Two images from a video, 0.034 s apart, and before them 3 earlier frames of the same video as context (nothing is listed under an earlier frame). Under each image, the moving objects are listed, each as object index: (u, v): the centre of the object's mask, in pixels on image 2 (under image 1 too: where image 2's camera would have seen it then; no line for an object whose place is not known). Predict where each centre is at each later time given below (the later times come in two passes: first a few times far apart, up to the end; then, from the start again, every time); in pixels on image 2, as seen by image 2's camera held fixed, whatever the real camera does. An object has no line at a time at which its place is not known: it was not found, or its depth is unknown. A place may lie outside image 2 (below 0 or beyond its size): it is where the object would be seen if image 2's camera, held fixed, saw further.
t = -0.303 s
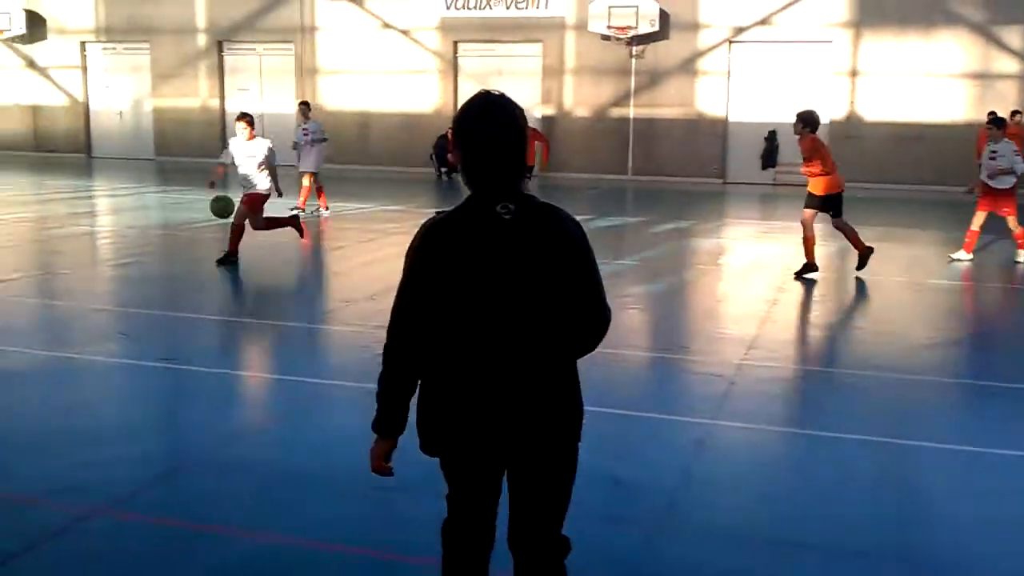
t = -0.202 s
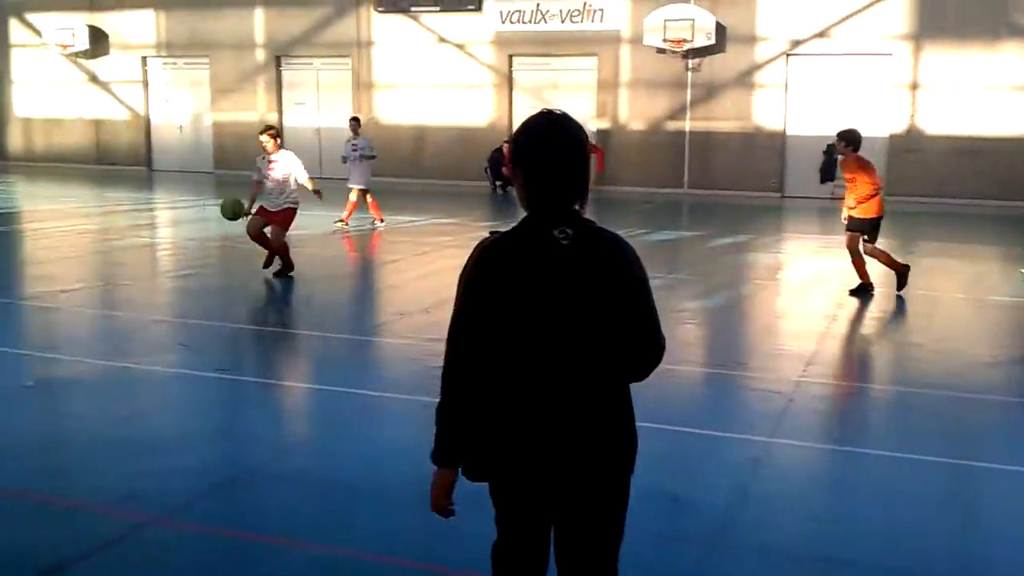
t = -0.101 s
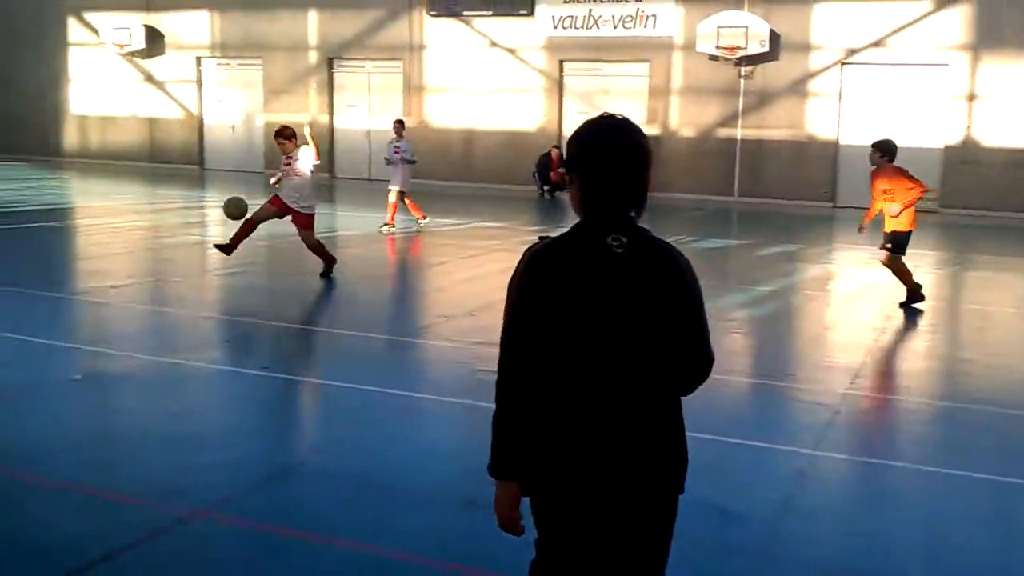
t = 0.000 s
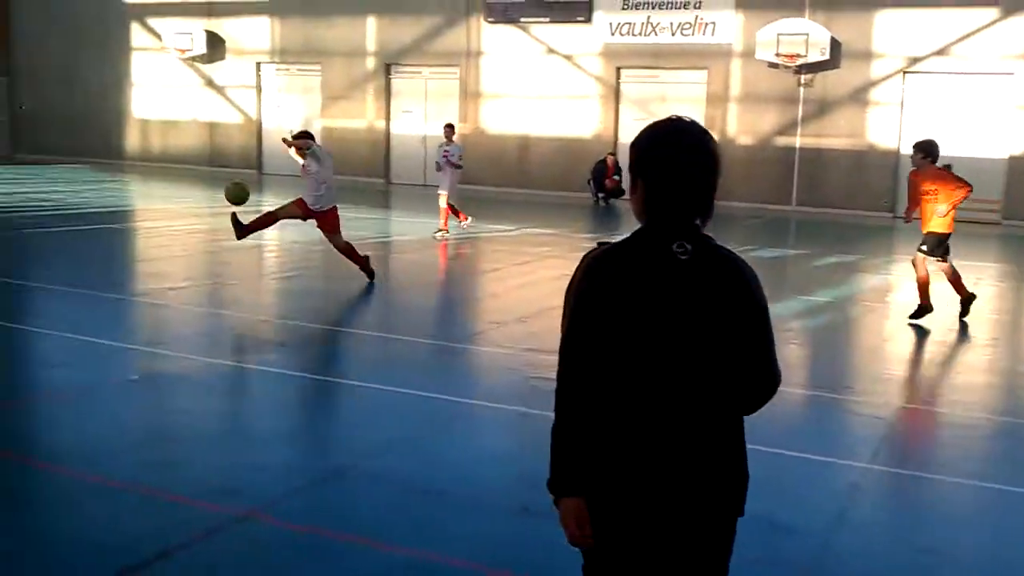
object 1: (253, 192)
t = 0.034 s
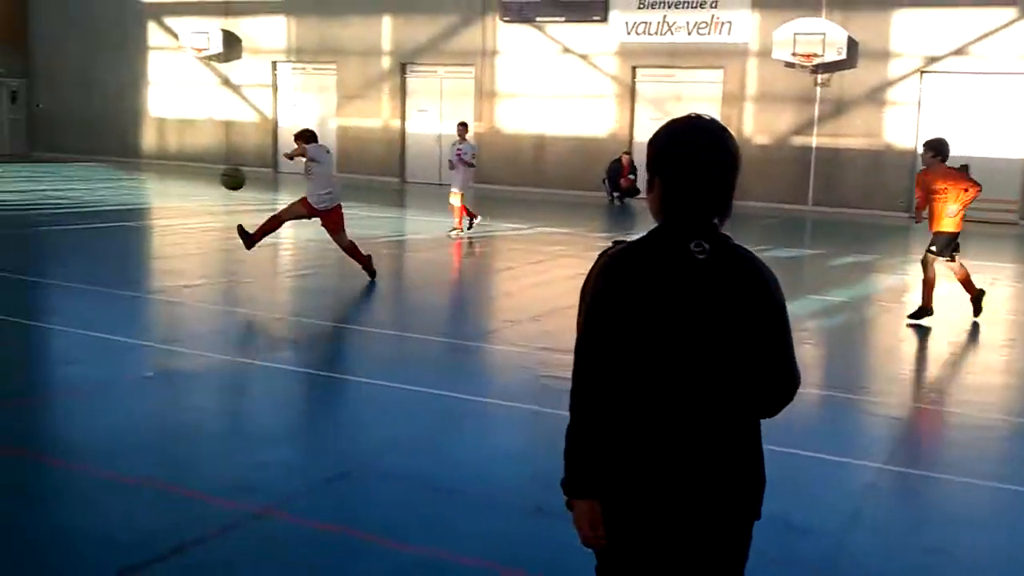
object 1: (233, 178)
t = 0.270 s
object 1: (76, 109)
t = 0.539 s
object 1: (-137, 116)
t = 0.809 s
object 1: (-374, 252)
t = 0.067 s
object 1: (213, 165)
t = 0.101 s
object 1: (191, 153)
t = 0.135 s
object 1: (169, 141)
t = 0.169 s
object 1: (148, 132)
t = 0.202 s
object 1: (125, 124)
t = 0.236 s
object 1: (101, 116)
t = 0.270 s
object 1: (76, 109)
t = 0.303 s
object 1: (51, 105)
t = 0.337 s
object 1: (26, 102)
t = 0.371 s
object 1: (2, 101)
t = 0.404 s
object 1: (-25, 101)
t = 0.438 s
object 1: (-52, 102)
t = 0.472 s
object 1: (-80, 105)
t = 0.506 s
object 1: (-110, 108)
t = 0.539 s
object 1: (-137, 116)
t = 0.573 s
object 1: (-166, 124)
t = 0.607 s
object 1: (-195, 133)
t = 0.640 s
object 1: (-224, 147)
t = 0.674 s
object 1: (-255, 163)
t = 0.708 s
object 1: (-281, 184)
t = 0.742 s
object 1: (-312, 203)
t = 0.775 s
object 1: (-339, 224)
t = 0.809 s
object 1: (-374, 252)
